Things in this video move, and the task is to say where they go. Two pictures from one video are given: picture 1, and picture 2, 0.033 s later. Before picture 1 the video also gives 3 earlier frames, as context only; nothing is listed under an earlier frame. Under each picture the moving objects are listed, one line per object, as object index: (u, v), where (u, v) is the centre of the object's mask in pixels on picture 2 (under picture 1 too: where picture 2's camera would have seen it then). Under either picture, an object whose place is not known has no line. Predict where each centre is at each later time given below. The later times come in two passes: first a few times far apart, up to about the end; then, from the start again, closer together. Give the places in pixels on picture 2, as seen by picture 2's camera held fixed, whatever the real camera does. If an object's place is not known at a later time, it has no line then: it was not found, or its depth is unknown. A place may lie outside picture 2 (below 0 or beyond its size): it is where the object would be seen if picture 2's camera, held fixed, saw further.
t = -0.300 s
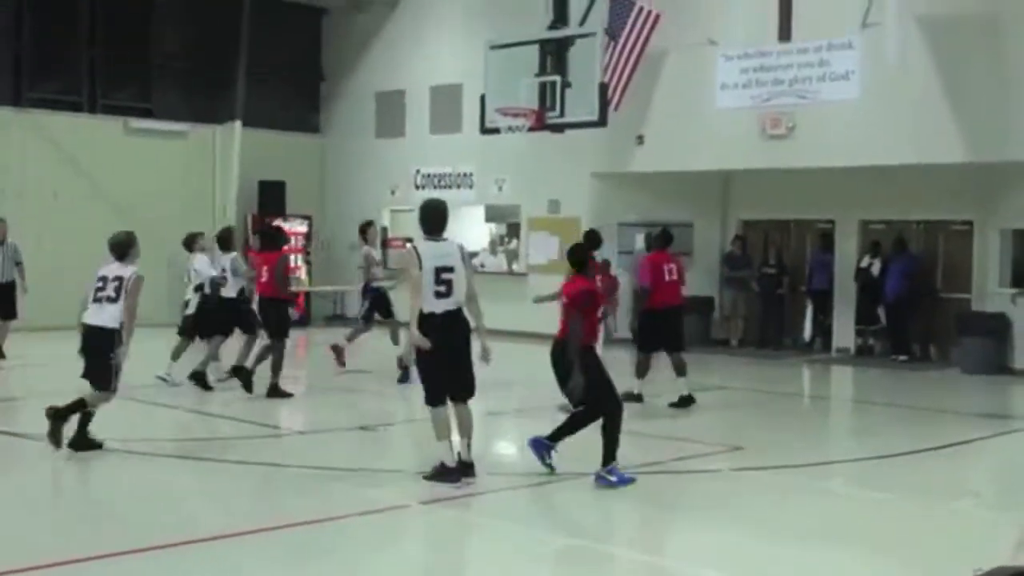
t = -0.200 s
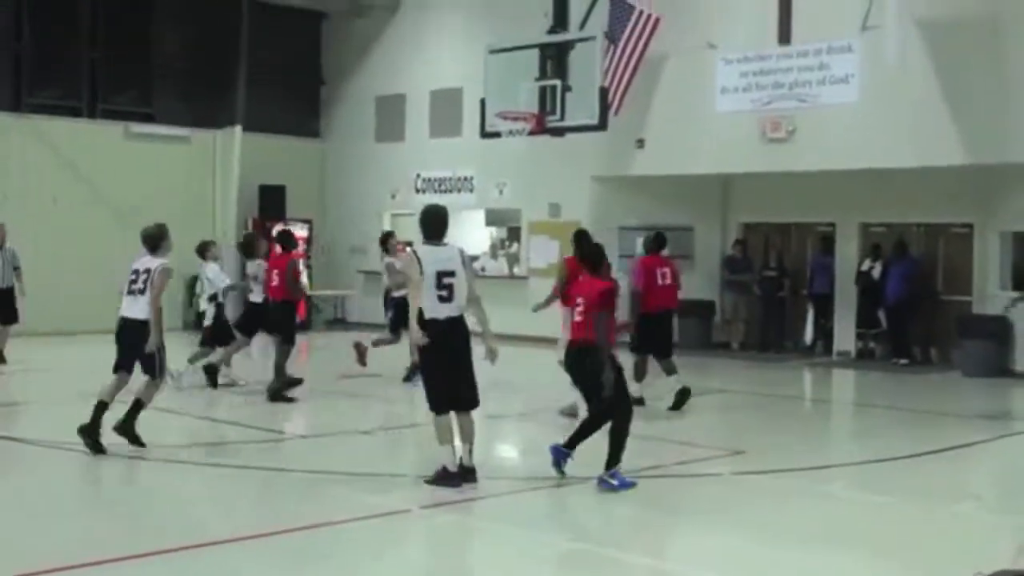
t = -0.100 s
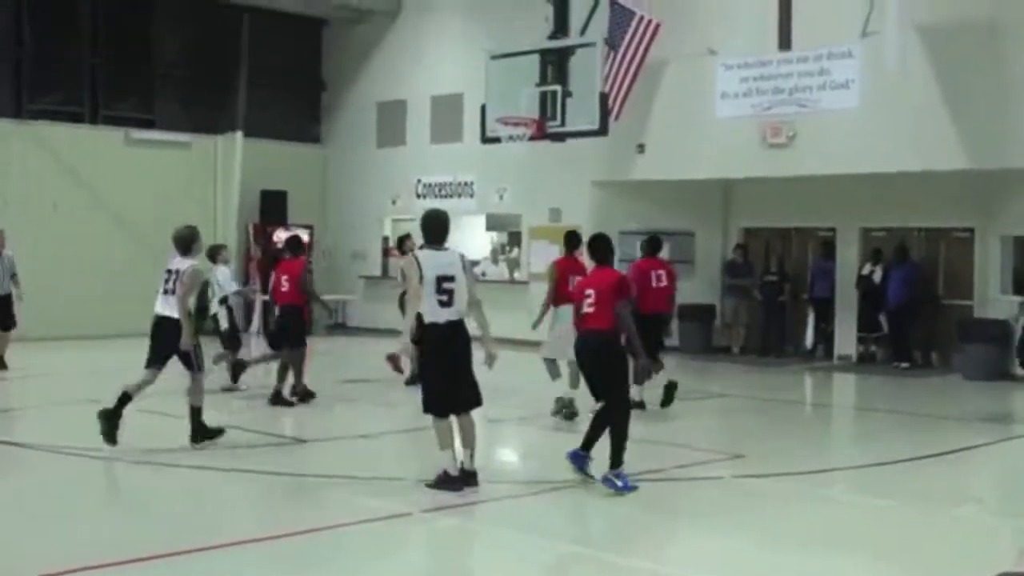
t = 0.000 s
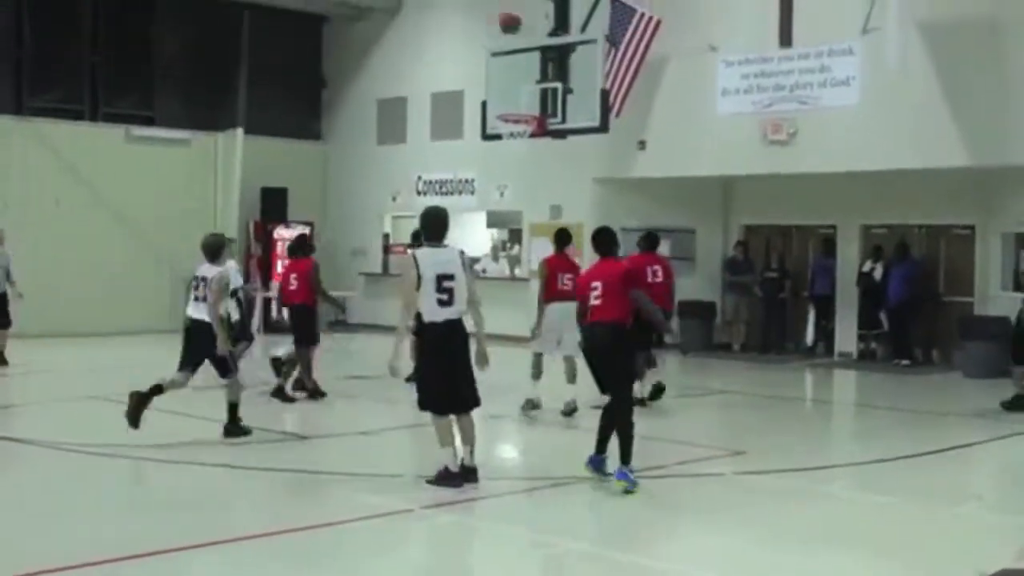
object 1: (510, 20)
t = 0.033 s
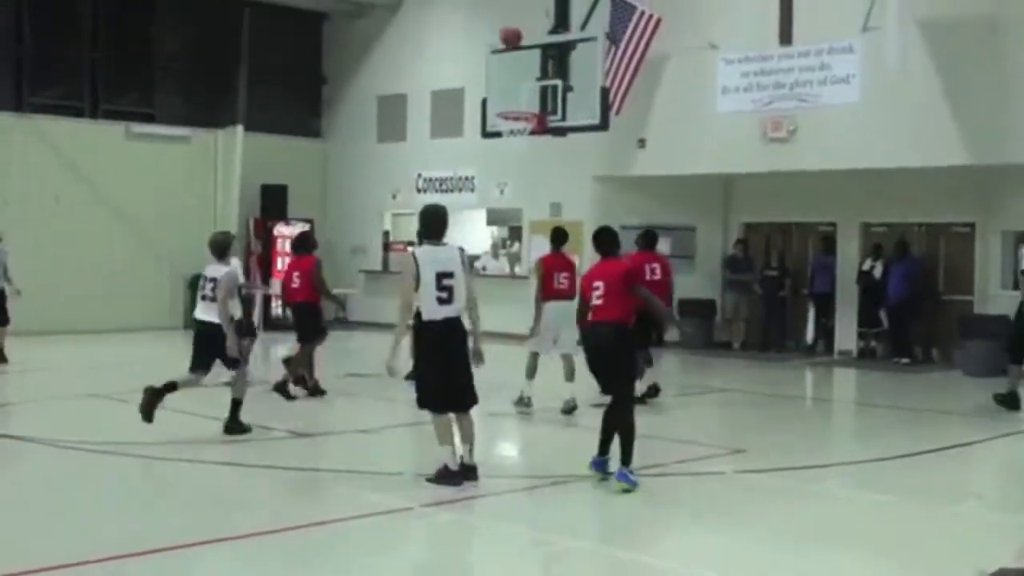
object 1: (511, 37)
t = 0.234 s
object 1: (517, 142)
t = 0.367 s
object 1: (521, 171)
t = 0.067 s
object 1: (512, 54)
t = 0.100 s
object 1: (514, 72)
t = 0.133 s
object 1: (514, 89)
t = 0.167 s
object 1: (514, 108)
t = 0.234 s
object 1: (517, 142)
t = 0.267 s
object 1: (518, 147)
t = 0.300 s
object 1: (519, 154)
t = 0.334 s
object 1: (520, 162)
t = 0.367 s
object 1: (521, 171)
